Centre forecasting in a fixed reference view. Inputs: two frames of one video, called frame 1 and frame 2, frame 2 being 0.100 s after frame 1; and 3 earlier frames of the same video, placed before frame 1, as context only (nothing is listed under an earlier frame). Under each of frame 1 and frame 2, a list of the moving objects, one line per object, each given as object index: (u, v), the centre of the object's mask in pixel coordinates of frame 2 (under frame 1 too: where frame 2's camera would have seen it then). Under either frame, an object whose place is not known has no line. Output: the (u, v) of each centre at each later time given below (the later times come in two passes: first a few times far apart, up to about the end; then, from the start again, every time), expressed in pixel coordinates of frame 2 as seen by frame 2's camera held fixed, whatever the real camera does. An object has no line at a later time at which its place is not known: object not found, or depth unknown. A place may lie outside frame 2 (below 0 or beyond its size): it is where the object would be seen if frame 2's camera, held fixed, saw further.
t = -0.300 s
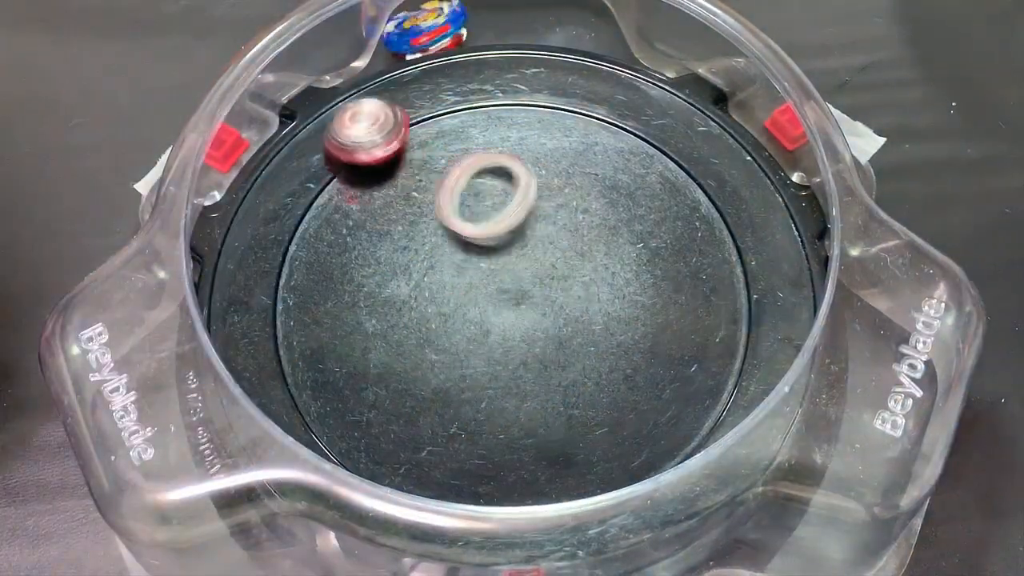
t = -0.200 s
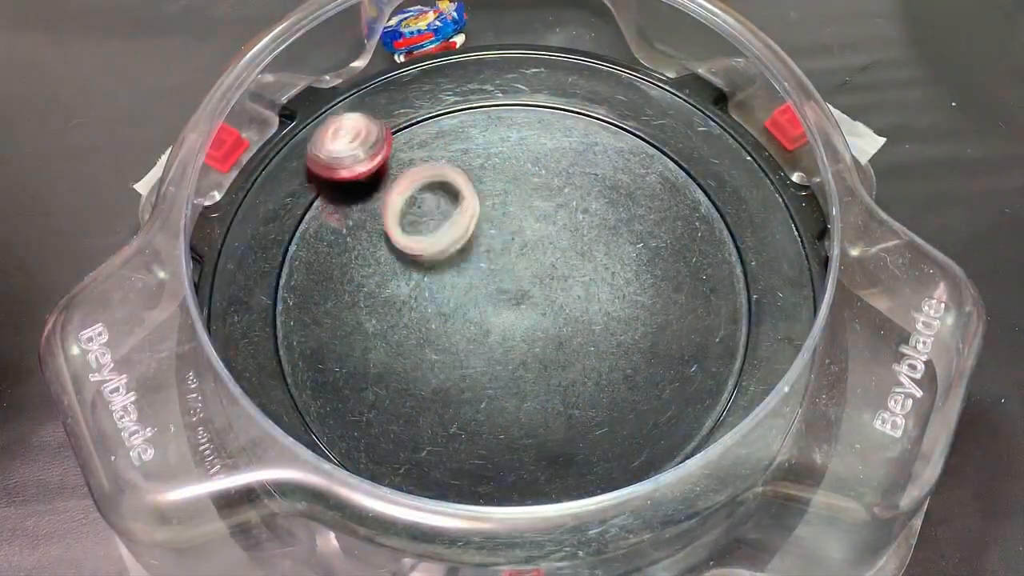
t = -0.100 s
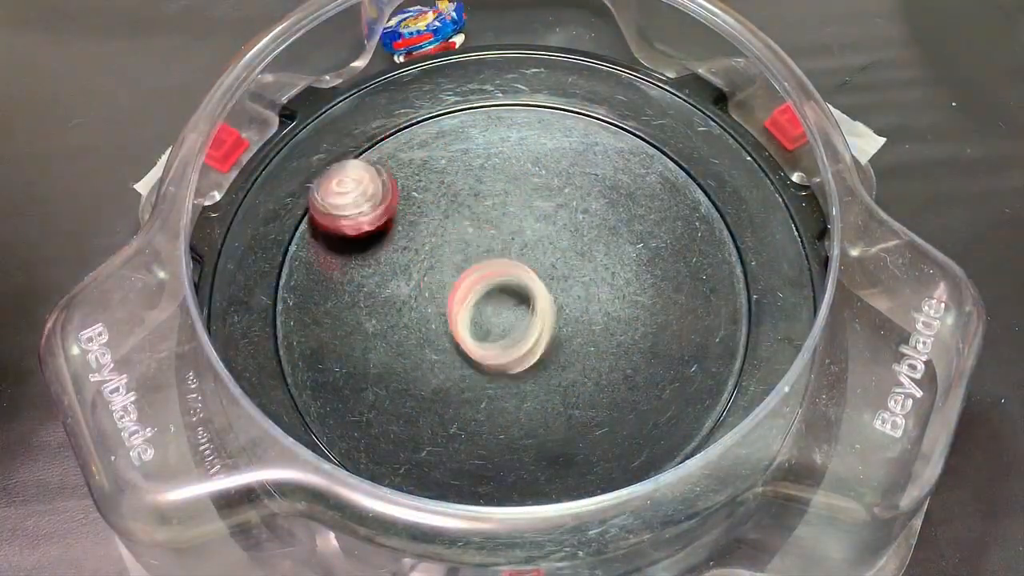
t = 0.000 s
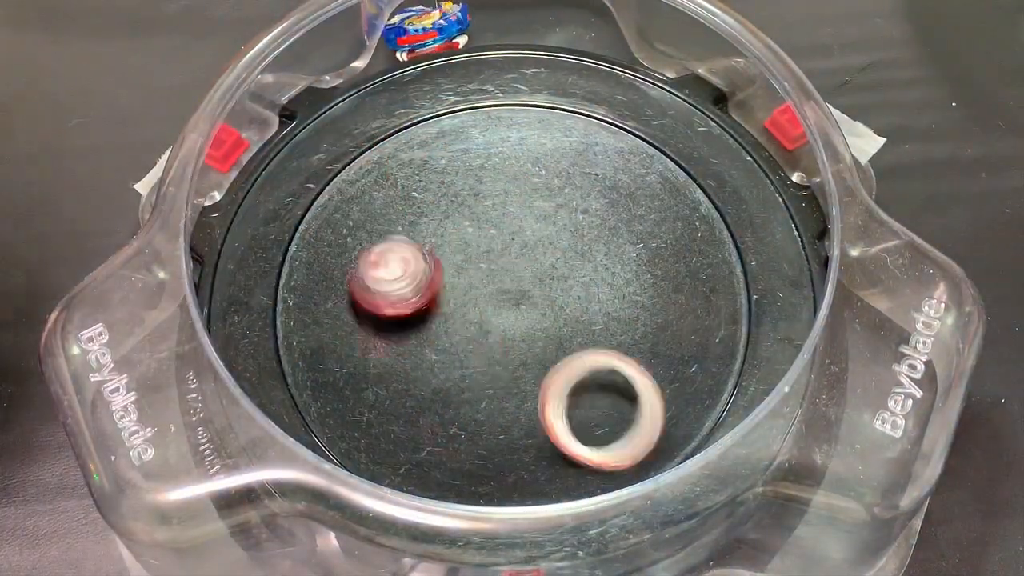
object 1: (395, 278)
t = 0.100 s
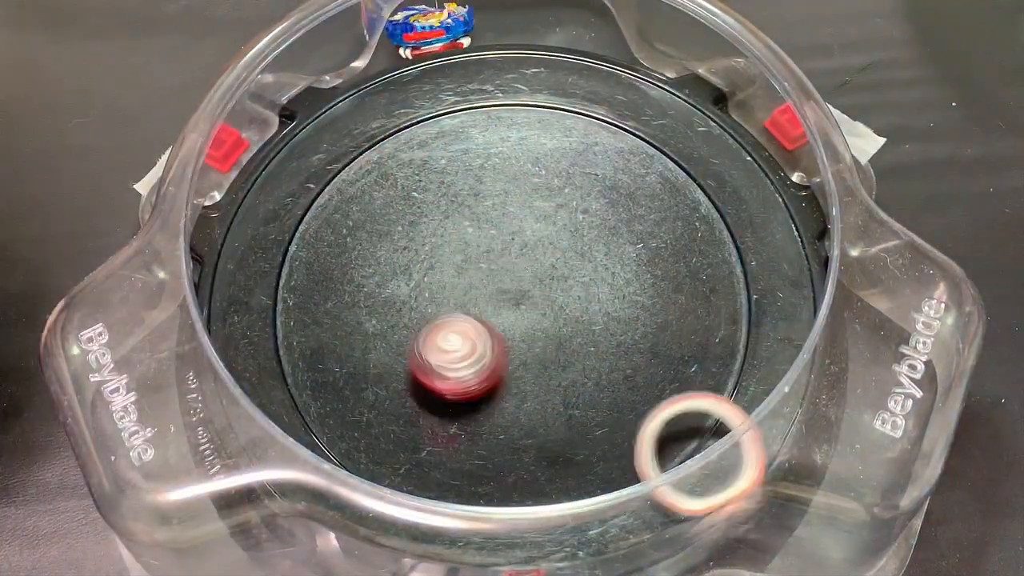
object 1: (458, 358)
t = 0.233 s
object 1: (545, 417)
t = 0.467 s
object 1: (612, 336)
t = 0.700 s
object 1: (511, 194)
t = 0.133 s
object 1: (480, 379)
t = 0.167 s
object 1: (503, 395)
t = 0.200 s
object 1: (525, 409)
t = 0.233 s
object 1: (545, 417)
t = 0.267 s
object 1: (564, 420)
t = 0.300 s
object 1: (581, 417)
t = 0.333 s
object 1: (595, 409)
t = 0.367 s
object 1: (606, 396)
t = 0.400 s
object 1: (612, 378)
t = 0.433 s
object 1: (615, 358)
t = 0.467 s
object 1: (612, 336)
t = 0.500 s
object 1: (605, 312)
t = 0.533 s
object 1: (595, 289)
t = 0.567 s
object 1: (583, 266)
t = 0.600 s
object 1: (567, 245)
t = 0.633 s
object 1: (549, 226)
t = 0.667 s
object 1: (530, 209)
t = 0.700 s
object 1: (511, 194)
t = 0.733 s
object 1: (489, 182)
